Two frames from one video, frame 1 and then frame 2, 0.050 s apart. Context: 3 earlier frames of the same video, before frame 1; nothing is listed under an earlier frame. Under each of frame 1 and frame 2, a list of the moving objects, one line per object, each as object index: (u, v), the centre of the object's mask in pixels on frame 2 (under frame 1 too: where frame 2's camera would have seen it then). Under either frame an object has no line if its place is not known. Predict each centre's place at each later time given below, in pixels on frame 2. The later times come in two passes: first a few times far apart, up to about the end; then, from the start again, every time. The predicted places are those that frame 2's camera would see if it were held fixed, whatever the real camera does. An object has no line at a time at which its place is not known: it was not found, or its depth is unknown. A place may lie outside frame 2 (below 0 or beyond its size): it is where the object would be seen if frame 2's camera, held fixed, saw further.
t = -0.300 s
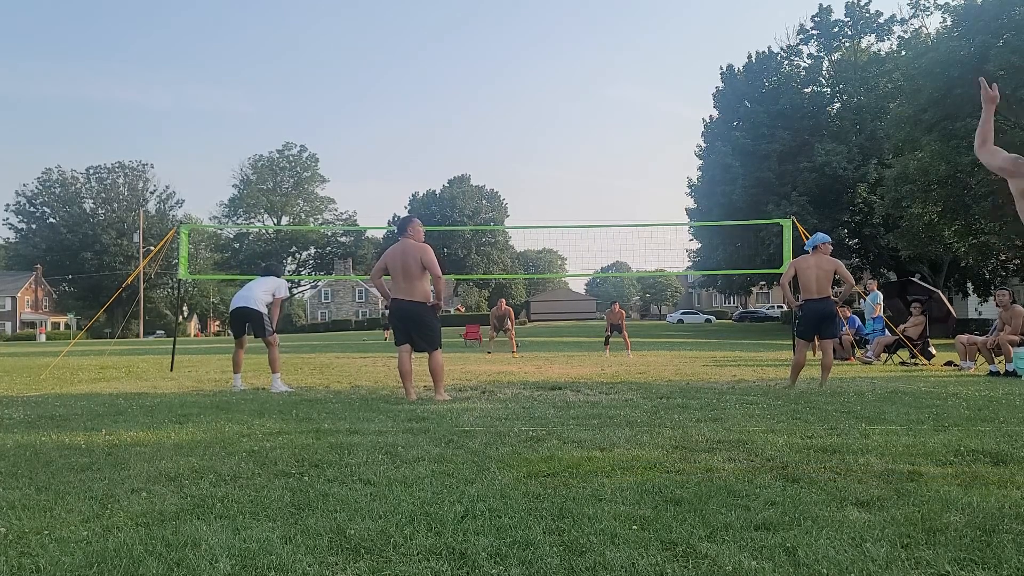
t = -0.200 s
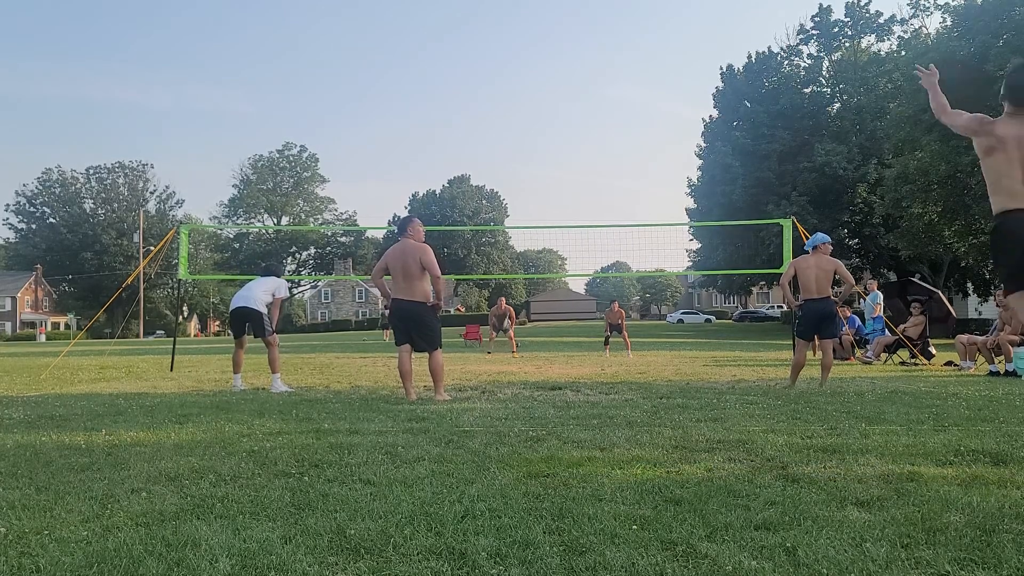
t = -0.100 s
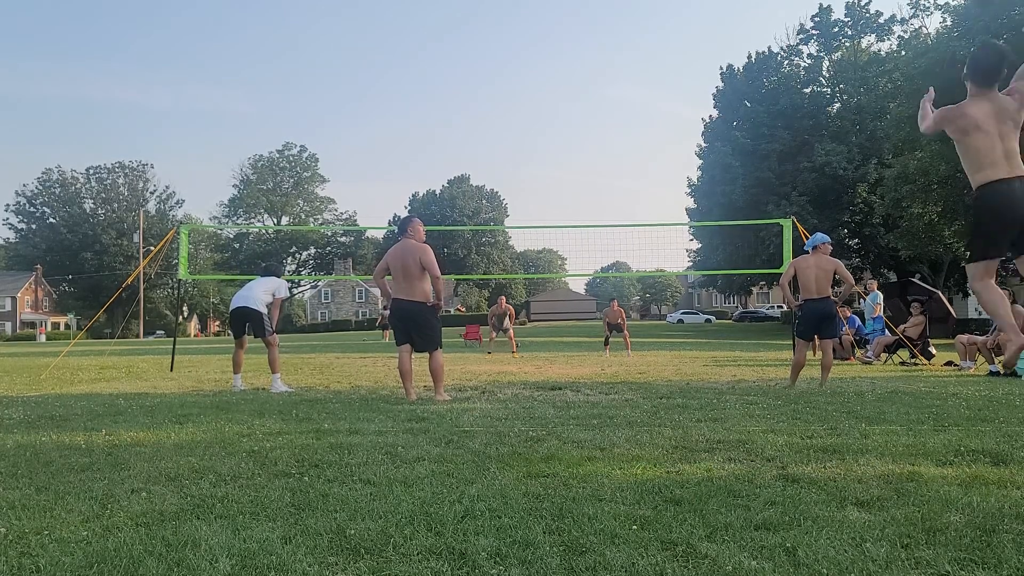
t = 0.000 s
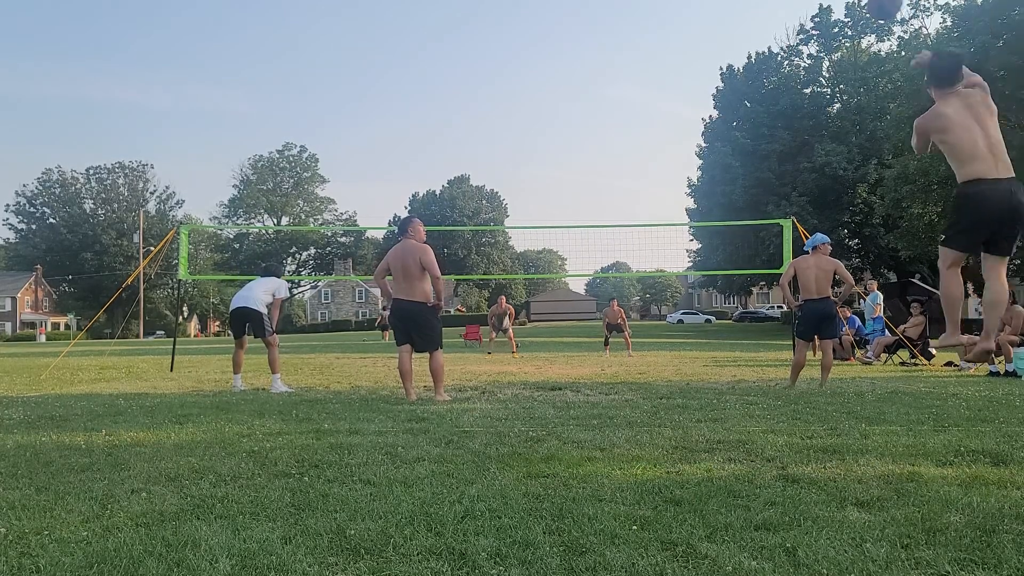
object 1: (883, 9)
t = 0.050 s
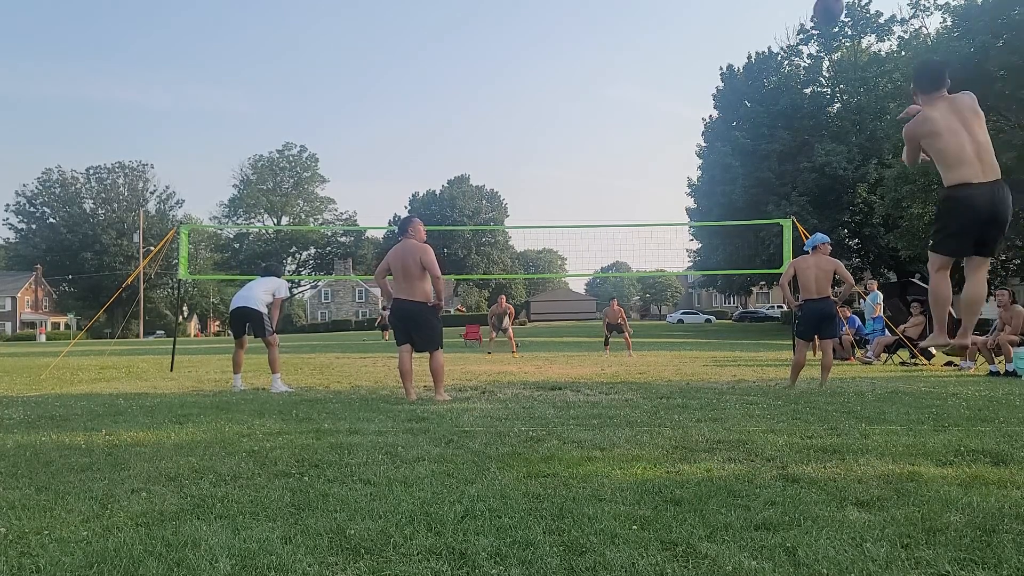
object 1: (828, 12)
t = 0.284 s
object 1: (682, 60)
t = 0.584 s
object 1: (600, 151)
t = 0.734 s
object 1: (577, 199)
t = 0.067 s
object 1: (812, 12)
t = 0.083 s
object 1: (798, 13)
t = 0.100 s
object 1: (784, 16)
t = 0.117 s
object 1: (772, 19)
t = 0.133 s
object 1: (760, 23)
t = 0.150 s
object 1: (749, 26)
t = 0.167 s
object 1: (739, 30)
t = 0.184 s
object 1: (730, 34)
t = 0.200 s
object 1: (721, 38)
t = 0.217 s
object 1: (712, 42)
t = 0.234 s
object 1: (704, 46)
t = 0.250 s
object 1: (696, 51)
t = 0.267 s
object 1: (689, 55)
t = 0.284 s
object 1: (682, 60)
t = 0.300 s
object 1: (676, 64)
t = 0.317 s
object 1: (669, 69)
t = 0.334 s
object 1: (663, 74)
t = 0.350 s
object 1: (658, 79)
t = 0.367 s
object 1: (652, 84)
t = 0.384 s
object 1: (647, 89)
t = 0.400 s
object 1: (642, 94)
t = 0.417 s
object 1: (637, 99)
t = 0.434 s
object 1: (633, 104)
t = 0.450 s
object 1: (628, 109)
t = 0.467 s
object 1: (624, 114)
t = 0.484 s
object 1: (620, 120)
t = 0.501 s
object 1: (616, 125)
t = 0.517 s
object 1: (613, 130)
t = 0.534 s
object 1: (609, 135)
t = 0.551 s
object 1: (606, 140)
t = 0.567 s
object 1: (603, 146)
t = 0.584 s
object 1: (600, 151)
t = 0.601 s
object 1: (597, 156)
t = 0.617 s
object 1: (594, 161)
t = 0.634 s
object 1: (592, 167)
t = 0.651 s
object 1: (589, 172)
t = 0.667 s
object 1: (586, 177)
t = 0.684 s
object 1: (584, 183)
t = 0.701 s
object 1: (582, 188)
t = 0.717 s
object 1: (579, 193)
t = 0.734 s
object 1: (577, 199)
